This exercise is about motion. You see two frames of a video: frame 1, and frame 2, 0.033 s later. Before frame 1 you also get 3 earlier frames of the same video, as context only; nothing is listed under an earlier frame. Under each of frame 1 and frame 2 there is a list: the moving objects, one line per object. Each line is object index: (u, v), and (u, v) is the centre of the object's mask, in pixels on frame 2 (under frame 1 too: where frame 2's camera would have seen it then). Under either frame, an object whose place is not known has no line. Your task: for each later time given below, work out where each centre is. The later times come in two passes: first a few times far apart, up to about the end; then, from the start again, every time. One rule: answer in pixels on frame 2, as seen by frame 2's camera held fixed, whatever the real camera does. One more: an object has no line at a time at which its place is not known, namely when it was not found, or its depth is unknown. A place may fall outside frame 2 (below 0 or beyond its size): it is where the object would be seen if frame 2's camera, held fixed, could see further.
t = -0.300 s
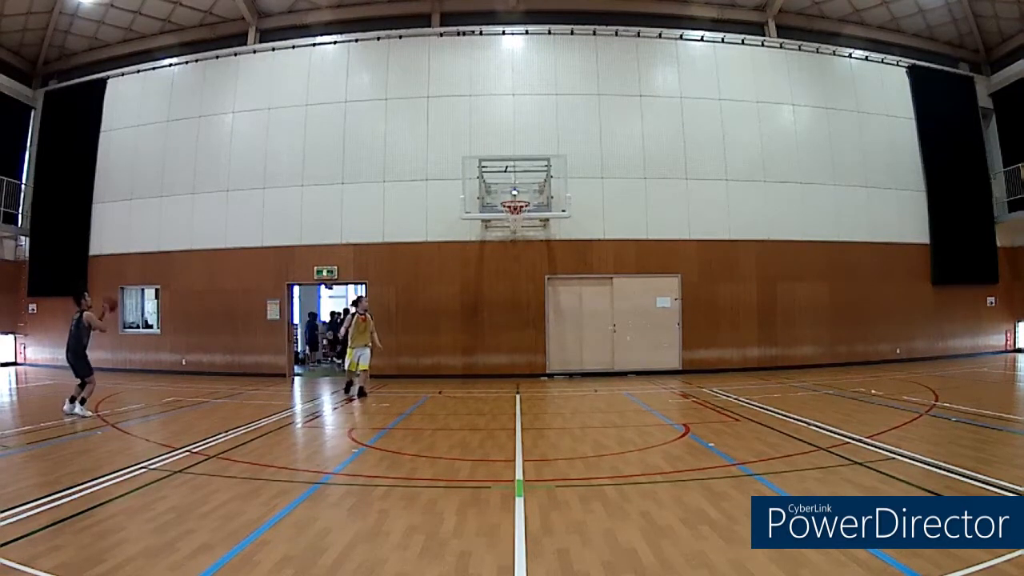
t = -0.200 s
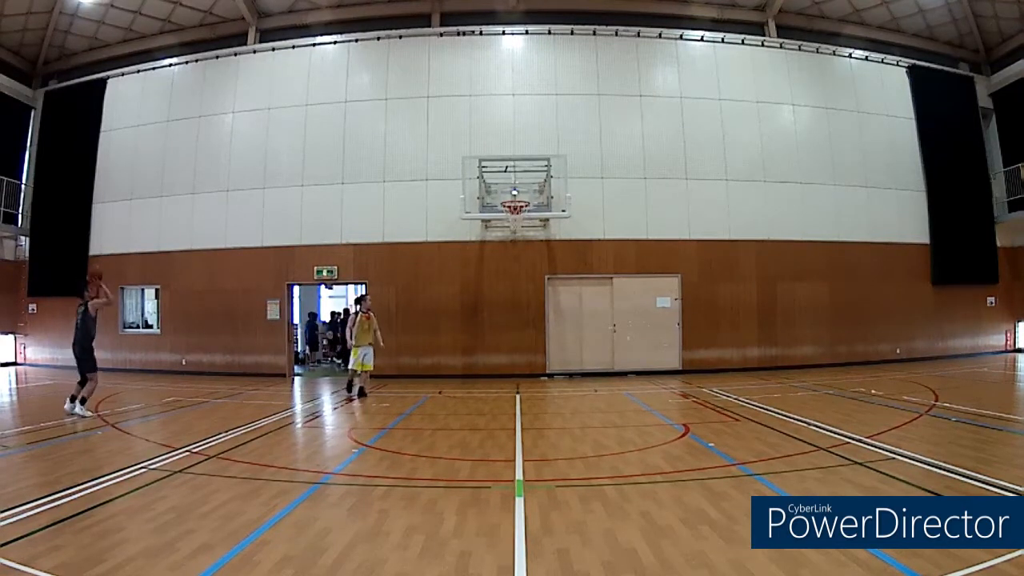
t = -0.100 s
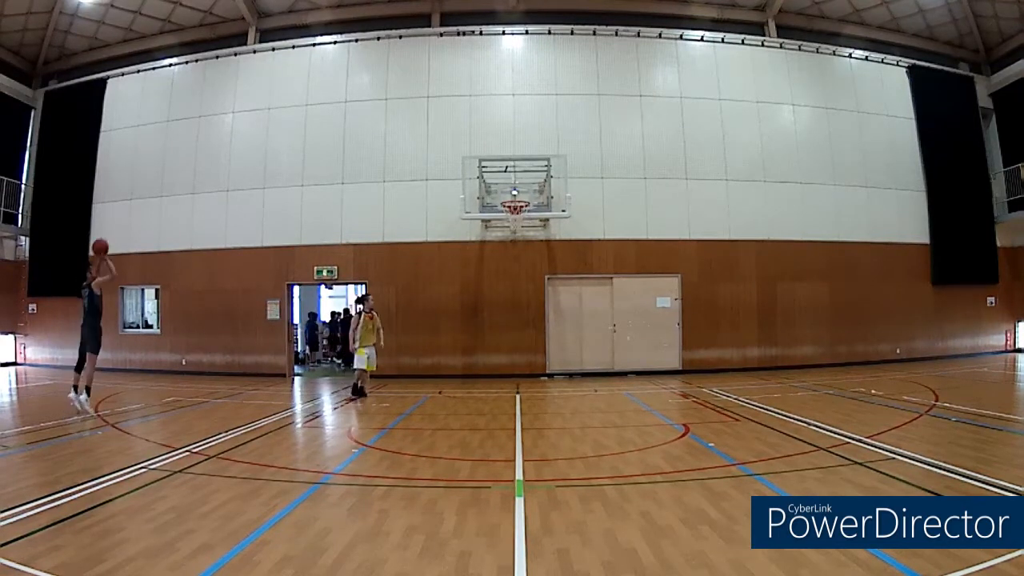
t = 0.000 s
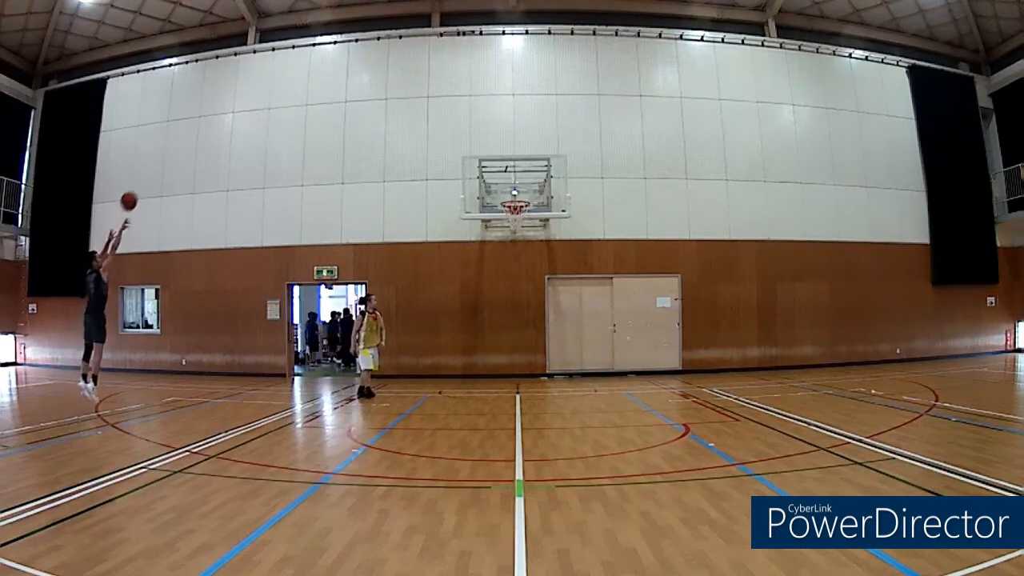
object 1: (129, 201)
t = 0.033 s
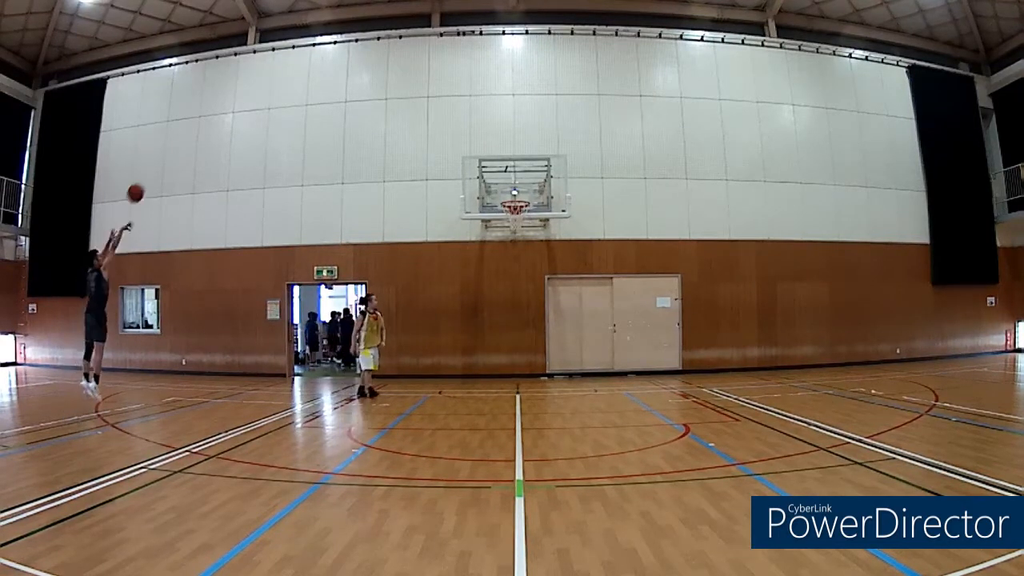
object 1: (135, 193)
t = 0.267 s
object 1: (226, 109)
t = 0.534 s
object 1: (314, 73)
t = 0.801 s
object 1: (393, 88)
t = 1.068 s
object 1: (454, 138)
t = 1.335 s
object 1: (478, 190)
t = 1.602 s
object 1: (392, 181)
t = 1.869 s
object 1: (318, 215)
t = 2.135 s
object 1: (243, 296)
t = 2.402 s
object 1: (179, 365)
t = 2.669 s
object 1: (134, 289)
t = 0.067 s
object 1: (148, 177)
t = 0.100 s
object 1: (162, 163)
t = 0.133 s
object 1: (175, 150)
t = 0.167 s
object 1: (188, 138)
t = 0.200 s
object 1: (201, 127)
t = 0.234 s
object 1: (213, 118)
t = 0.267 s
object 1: (226, 109)
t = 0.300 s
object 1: (238, 101)
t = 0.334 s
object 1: (249, 95)
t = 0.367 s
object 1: (261, 89)
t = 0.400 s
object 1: (272, 84)
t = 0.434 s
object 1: (283, 80)
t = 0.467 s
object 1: (293, 77)
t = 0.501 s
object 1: (304, 75)
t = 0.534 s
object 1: (314, 73)
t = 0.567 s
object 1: (324, 72)
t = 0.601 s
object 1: (334, 72)
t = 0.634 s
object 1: (348, 73)
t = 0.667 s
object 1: (357, 75)
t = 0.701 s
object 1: (367, 77)
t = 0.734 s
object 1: (375, 80)
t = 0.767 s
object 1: (384, 84)
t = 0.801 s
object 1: (393, 88)
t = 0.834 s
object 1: (401, 92)
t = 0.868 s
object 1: (410, 98)
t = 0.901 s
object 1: (417, 104)
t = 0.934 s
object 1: (422, 107)
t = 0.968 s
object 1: (430, 114)
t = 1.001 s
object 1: (438, 121)
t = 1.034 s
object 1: (446, 129)
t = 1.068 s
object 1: (454, 138)
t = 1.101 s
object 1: (461, 147)
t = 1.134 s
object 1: (469, 156)
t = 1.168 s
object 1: (476, 166)
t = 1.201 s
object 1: (483, 177)
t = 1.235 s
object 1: (491, 188)
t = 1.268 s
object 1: (497, 198)
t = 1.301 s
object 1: (487, 194)
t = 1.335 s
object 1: (478, 190)
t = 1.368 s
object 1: (468, 186)
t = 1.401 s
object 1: (457, 183)
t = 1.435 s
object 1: (447, 181)
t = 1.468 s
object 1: (437, 179)
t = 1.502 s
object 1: (422, 178)
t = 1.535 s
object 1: (412, 178)
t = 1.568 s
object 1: (402, 179)
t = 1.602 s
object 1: (392, 181)
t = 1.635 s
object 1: (382, 183)
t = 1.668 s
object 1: (372, 186)
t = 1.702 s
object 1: (362, 190)
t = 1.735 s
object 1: (352, 194)
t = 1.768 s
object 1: (342, 199)
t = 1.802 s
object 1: (332, 205)
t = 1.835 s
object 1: (327, 208)
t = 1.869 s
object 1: (318, 215)
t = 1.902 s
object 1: (308, 222)
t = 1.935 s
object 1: (298, 231)
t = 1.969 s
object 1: (289, 240)
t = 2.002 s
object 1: (279, 249)
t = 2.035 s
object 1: (269, 262)
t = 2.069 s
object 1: (261, 272)
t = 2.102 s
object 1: (251, 284)
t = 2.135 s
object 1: (243, 296)
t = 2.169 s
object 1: (235, 310)
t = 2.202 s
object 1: (226, 323)
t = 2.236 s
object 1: (218, 338)
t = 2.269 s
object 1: (210, 352)
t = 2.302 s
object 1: (201, 366)
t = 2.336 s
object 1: (194, 382)
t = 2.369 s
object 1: (185, 378)
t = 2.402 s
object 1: (179, 365)
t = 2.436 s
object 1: (172, 352)
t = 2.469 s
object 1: (167, 342)
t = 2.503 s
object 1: (161, 332)
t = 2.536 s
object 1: (155, 321)
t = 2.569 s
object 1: (150, 311)
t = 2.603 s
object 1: (145, 303)
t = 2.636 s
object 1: (140, 295)
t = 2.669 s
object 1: (134, 289)
